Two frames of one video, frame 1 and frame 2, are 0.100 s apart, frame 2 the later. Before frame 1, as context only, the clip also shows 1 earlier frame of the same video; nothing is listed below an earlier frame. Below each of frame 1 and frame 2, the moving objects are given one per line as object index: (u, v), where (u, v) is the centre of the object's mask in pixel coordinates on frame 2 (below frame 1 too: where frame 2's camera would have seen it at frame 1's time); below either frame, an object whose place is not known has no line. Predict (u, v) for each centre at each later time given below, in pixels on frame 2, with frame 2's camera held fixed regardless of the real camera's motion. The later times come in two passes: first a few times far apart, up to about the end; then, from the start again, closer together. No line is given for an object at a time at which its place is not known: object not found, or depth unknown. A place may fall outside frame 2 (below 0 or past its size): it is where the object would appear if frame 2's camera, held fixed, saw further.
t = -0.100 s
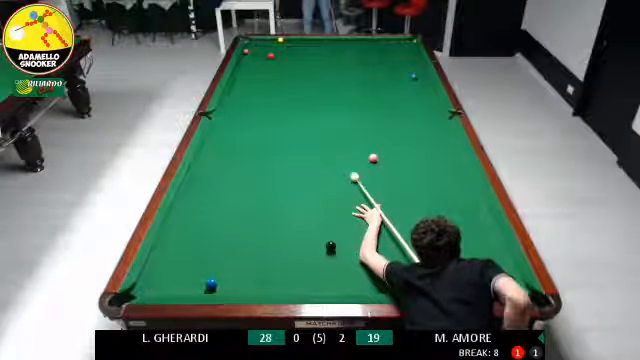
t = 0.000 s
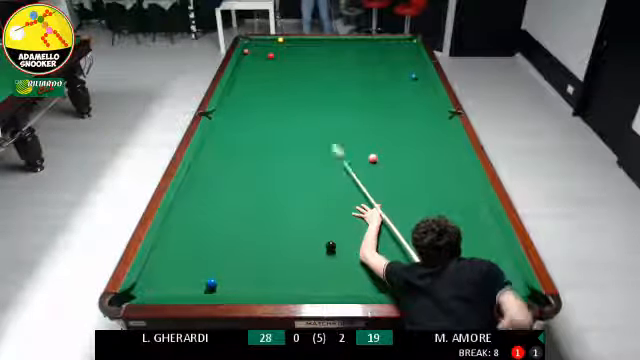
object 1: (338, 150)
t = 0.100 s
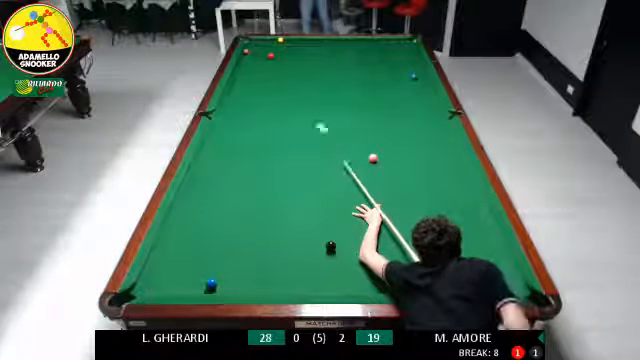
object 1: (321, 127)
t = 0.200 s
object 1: (309, 111)
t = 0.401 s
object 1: (291, 83)
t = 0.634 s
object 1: (275, 60)
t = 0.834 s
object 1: (280, 52)
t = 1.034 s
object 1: (283, 48)
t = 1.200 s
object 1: (287, 43)
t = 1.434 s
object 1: (289, 41)
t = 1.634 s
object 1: (290, 44)
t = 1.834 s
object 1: (291, 48)
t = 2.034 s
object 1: (292, 52)
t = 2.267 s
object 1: (293, 57)
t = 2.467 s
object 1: (294, 60)
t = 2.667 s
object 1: (295, 63)
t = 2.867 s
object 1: (296, 67)
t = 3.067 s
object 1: (297, 71)
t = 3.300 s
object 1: (298, 74)
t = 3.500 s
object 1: (299, 77)
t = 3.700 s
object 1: (300, 81)
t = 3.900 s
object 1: (301, 83)
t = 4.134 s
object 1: (301, 87)
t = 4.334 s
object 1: (302, 89)
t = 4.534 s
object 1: (302, 92)
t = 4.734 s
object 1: (303, 94)
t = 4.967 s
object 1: (303, 96)
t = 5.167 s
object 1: (303, 98)
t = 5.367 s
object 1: (304, 99)
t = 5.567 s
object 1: (304, 101)
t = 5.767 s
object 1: (304, 102)
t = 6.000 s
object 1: (305, 103)
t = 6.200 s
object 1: (305, 104)
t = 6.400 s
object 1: (305, 104)
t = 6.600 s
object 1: (305, 105)
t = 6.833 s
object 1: (306, 105)
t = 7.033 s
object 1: (306, 105)
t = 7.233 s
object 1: (306, 105)
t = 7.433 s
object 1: (306, 105)
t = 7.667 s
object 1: (306, 105)
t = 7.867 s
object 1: (306, 105)
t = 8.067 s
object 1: (306, 105)
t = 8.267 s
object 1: (306, 105)
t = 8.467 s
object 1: (306, 105)
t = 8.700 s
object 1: (306, 105)
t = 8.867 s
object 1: (306, 105)
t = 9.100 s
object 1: (306, 105)
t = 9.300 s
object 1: (306, 105)
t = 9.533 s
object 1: (306, 105)
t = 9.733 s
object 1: (306, 105)
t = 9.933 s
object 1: (306, 105)
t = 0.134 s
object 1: (317, 122)
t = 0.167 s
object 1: (313, 116)
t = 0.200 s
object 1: (309, 111)
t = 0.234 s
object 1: (306, 104)
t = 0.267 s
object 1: (302, 100)
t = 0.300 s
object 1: (300, 96)
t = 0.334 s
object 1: (296, 91)
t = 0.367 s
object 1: (293, 87)
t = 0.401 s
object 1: (291, 83)
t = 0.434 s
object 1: (288, 80)
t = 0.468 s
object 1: (286, 76)
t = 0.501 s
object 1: (284, 73)
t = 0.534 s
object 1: (282, 70)
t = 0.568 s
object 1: (279, 67)
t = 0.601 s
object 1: (276, 63)
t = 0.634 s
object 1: (275, 60)
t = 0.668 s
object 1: (275, 58)
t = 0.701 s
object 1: (276, 56)
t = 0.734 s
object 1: (276, 56)
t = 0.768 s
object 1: (278, 55)
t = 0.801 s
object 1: (278, 54)
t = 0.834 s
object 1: (280, 52)
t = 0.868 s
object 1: (280, 52)
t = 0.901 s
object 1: (281, 51)
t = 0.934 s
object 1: (282, 51)
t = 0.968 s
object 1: (282, 50)
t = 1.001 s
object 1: (282, 50)
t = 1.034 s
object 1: (283, 48)
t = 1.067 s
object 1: (284, 46)
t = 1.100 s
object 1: (285, 45)
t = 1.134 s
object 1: (285, 45)
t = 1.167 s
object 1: (285, 44)
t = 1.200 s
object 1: (287, 43)
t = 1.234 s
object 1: (287, 41)
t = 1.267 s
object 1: (288, 40)
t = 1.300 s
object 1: (288, 39)
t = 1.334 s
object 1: (289, 40)
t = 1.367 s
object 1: (289, 41)
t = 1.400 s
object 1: (289, 41)
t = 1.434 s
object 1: (289, 41)
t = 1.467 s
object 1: (289, 42)
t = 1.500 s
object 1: (289, 42)
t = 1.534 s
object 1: (289, 43)
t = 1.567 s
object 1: (289, 43)
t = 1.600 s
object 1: (290, 44)
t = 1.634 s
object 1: (290, 44)
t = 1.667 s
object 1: (291, 45)
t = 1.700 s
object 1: (290, 46)
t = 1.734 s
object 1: (291, 47)
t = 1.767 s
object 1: (291, 47)
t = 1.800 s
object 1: (291, 48)
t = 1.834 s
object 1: (291, 48)
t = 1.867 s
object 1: (291, 50)
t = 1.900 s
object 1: (292, 51)
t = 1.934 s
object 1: (292, 51)
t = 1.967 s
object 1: (292, 51)
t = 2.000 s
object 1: (292, 52)
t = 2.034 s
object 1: (292, 52)
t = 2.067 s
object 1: (292, 53)
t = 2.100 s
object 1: (292, 53)
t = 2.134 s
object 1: (293, 54)
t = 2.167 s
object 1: (293, 54)
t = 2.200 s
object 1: (293, 55)
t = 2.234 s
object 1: (293, 55)
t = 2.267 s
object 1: (293, 57)
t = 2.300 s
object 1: (294, 58)
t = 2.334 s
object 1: (294, 58)
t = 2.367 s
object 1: (294, 58)
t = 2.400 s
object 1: (294, 59)
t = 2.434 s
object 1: (294, 59)
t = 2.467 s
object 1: (294, 60)
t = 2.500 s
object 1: (294, 60)
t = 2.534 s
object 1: (294, 61)
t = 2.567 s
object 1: (294, 61)
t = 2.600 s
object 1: (295, 62)
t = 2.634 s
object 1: (295, 63)
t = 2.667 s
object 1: (295, 63)
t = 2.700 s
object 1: (295, 63)
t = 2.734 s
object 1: (296, 65)
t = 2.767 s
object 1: (296, 66)
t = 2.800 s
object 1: (296, 66)
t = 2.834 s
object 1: (296, 67)
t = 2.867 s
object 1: (296, 67)
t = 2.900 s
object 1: (296, 68)
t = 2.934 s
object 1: (296, 68)
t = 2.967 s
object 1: (297, 69)
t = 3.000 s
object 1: (297, 69)
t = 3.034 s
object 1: (297, 70)
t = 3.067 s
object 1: (297, 71)
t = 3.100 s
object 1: (297, 71)
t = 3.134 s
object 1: (297, 72)
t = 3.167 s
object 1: (297, 72)
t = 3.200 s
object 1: (298, 73)
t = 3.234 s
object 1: (298, 73)
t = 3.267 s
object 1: (298, 74)
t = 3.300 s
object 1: (298, 74)
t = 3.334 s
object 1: (298, 75)
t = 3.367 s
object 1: (298, 75)
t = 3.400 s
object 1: (298, 76)
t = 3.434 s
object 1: (298, 76)
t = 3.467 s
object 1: (299, 77)
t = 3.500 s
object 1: (299, 77)
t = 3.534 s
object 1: (299, 78)
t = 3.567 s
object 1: (299, 78)
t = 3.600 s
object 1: (299, 79)
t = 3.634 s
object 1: (299, 80)
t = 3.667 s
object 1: (300, 80)
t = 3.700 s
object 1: (300, 81)
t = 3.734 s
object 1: (300, 81)
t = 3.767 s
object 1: (300, 82)
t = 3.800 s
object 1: (300, 82)
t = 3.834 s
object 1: (301, 83)
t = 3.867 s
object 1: (301, 83)
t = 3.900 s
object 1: (301, 83)
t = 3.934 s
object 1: (301, 84)
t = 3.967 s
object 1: (301, 84)
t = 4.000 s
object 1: (301, 84)
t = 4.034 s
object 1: (301, 85)
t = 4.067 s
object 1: (301, 85)
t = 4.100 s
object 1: (301, 85)
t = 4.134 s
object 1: (301, 87)
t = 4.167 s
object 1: (301, 87)
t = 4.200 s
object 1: (301, 88)
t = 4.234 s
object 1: (302, 88)
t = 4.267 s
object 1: (302, 88)
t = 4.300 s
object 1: (302, 89)
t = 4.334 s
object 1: (302, 89)
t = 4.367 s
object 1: (302, 90)
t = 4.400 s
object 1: (302, 90)
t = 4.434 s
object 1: (302, 91)
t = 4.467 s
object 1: (302, 91)
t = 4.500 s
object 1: (302, 91)
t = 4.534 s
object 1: (302, 92)
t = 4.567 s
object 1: (302, 92)
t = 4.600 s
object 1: (302, 92)
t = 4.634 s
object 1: (302, 93)
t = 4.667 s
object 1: (303, 93)
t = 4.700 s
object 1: (303, 94)
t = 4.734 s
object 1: (303, 94)
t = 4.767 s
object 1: (303, 94)
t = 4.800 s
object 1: (303, 95)
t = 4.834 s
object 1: (303, 95)
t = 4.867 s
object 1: (303, 95)
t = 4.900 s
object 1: (303, 95)
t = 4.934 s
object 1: (303, 96)
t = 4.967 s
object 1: (303, 96)
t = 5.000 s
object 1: (303, 96)
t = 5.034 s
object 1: (303, 97)
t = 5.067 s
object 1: (303, 97)
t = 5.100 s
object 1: (303, 97)
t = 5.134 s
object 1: (303, 97)
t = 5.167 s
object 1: (303, 98)
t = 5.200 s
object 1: (304, 98)
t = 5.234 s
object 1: (304, 99)
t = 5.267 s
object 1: (303, 99)
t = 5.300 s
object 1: (304, 99)
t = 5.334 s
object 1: (304, 99)
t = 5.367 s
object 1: (304, 99)
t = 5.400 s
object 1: (304, 99)
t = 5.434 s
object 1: (304, 100)
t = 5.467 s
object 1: (304, 100)
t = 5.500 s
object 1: (304, 100)
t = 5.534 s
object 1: (304, 100)
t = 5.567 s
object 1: (304, 101)
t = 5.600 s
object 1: (304, 101)
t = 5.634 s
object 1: (304, 101)
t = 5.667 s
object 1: (304, 102)
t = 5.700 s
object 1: (304, 102)
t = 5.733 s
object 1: (304, 102)
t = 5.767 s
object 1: (304, 102)
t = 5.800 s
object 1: (304, 102)
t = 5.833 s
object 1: (305, 103)
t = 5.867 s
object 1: (305, 103)
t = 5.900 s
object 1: (305, 103)
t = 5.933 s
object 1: (305, 103)
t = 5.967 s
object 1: (305, 103)
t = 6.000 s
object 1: (305, 103)
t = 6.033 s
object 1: (305, 103)
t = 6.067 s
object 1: (305, 104)
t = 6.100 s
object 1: (305, 104)
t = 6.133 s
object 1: (305, 104)
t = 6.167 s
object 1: (305, 104)
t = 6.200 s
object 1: (305, 104)
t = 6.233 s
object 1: (305, 104)
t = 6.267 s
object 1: (305, 104)
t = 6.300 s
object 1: (305, 104)
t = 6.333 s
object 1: (305, 104)
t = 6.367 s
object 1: (305, 104)
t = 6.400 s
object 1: (305, 104)
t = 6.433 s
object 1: (305, 104)
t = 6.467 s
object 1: (305, 104)
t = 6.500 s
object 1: (305, 105)
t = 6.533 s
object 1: (305, 105)
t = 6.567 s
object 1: (305, 105)
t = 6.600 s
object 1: (305, 105)
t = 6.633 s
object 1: (305, 105)
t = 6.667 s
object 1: (305, 105)
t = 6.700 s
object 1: (305, 105)
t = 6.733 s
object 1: (305, 105)
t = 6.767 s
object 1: (305, 105)
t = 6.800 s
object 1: (306, 105)
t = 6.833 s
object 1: (306, 105)
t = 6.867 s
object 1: (306, 105)
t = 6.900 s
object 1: (306, 105)
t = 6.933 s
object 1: (306, 105)
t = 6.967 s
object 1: (306, 105)
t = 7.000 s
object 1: (306, 105)
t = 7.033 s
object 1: (306, 105)
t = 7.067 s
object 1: (306, 105)
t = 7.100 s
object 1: (306, 105)
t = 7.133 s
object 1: (306, 105)
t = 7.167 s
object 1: (306, 105)
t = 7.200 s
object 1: (306, 105)
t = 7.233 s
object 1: (306, 105)
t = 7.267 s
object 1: (306, 105)
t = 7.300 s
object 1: (306, 105)
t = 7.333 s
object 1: (306, 105)
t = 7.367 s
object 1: (306, 105)
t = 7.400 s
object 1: (306, 105)
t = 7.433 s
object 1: (306, 105)
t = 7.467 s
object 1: (306, 105)
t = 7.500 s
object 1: (306, 105)
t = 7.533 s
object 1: (306, 105)
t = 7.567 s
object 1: (306, 105)
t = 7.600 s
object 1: (306, 105)
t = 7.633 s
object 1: (306, 105)
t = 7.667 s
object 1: (306, 105)
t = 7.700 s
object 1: (306, 105)
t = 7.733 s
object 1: (306, 105)
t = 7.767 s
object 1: (306, 105)
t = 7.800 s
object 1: (306, 105)
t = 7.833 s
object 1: (306, 105)
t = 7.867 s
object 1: (306, 105)
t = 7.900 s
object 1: (306, 105)
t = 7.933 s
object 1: (306, 105)
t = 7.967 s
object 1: (306, 105)
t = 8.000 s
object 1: (306, 105)
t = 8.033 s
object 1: (306, 105)
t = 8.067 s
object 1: (306, 105)
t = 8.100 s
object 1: (306, 105)
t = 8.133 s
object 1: (306, 105)
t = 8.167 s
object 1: (306, 105)
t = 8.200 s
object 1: (306, 105)
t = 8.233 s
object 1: (306, 105)
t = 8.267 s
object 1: (306, 105)
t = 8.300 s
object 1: (306, 105)
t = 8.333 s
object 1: (306, 105)
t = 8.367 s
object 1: (306, 105)
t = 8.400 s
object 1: (306, 105)
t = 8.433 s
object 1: (306, 105)
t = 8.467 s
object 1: (306, 105)
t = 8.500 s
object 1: (306, 105)
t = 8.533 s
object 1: (306, 105)
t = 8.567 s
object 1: (306, 105)
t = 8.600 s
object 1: (306, 105)
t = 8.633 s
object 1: (306, 105)
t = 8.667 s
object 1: (306, 105)
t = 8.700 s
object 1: (306, 105)
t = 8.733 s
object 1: (306, 105)
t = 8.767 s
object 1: (306, 105)
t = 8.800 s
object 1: (306, 105)
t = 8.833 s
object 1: (306, 105)
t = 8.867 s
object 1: (306, 105)
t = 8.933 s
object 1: (306, 105)
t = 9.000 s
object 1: (306, 105)
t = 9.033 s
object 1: (306, 105)
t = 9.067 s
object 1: (306, 105)
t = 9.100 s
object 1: (306, 105)
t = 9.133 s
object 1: (306, 105)
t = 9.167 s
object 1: (306, 105)
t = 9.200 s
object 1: (306, 105)
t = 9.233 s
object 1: (306, 105)
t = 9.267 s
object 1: (306, 105)
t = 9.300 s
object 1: (306, 105)
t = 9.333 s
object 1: (306, 105)
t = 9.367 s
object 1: (306, 105)
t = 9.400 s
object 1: (306, 105)
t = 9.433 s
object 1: (306, 105)
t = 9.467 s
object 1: (306, 105)
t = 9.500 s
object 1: (306, 105)
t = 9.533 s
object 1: (306, 105)
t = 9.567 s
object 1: (306, 105)
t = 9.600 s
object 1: (306, 105)
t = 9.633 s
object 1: (306, 105)
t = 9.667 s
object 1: (306, 105)
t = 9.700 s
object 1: (306, 105)
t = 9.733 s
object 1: (306, 105)
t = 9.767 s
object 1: (306, 105)
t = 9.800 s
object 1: (306, 105)
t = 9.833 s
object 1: (306, 105)
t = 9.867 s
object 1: (306, 105)
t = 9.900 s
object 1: (306, 105)
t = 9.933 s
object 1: (306, 105)
